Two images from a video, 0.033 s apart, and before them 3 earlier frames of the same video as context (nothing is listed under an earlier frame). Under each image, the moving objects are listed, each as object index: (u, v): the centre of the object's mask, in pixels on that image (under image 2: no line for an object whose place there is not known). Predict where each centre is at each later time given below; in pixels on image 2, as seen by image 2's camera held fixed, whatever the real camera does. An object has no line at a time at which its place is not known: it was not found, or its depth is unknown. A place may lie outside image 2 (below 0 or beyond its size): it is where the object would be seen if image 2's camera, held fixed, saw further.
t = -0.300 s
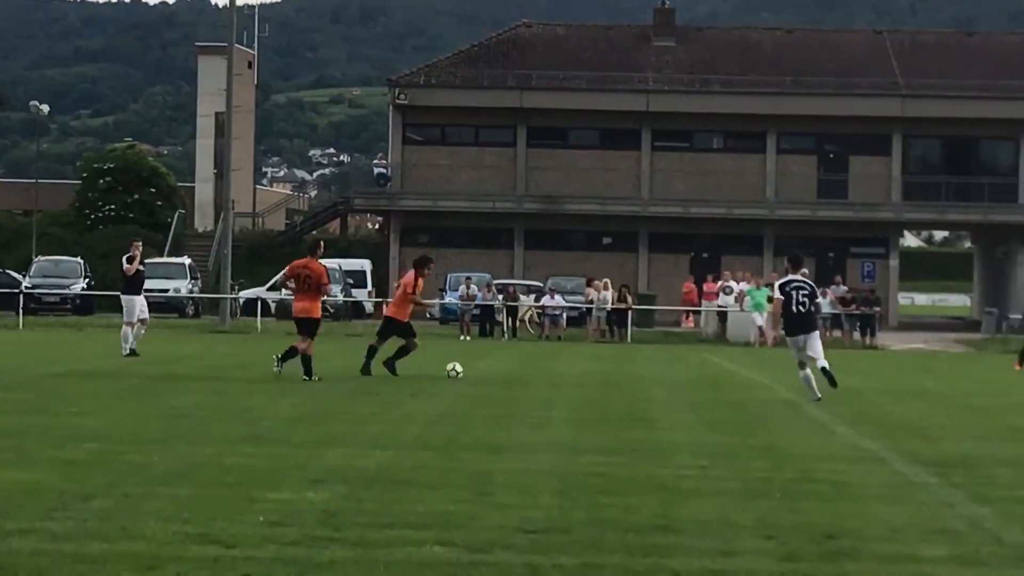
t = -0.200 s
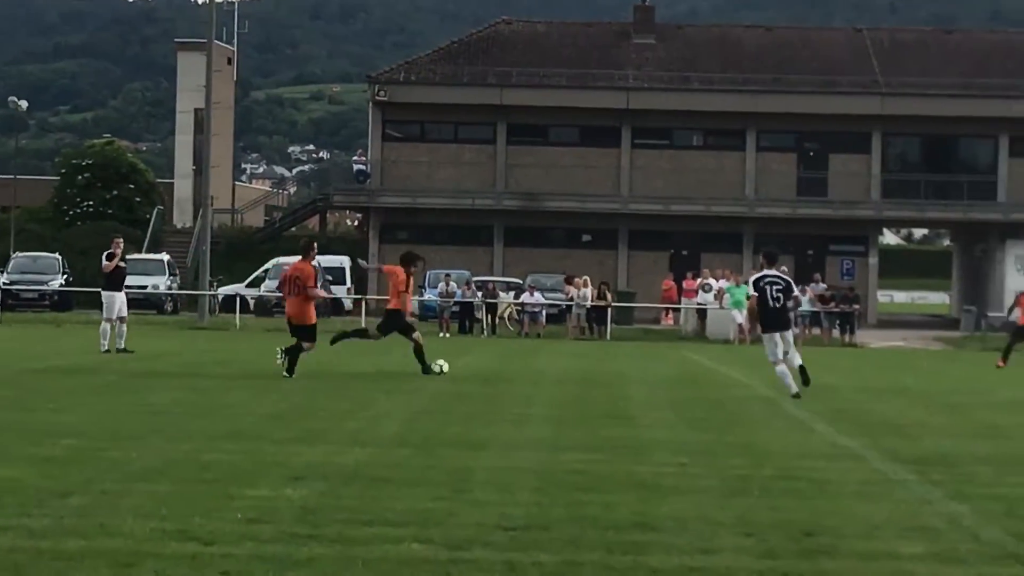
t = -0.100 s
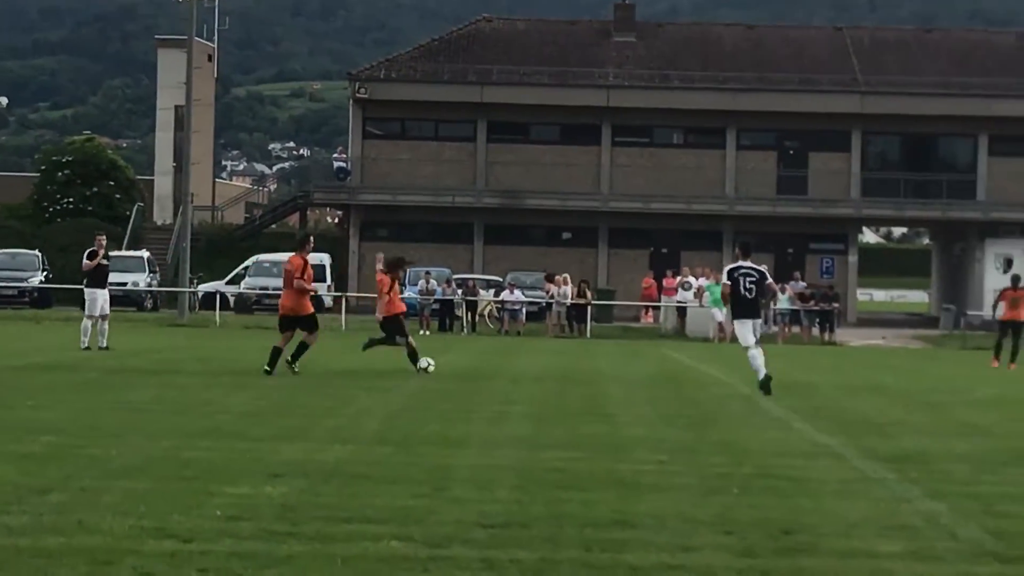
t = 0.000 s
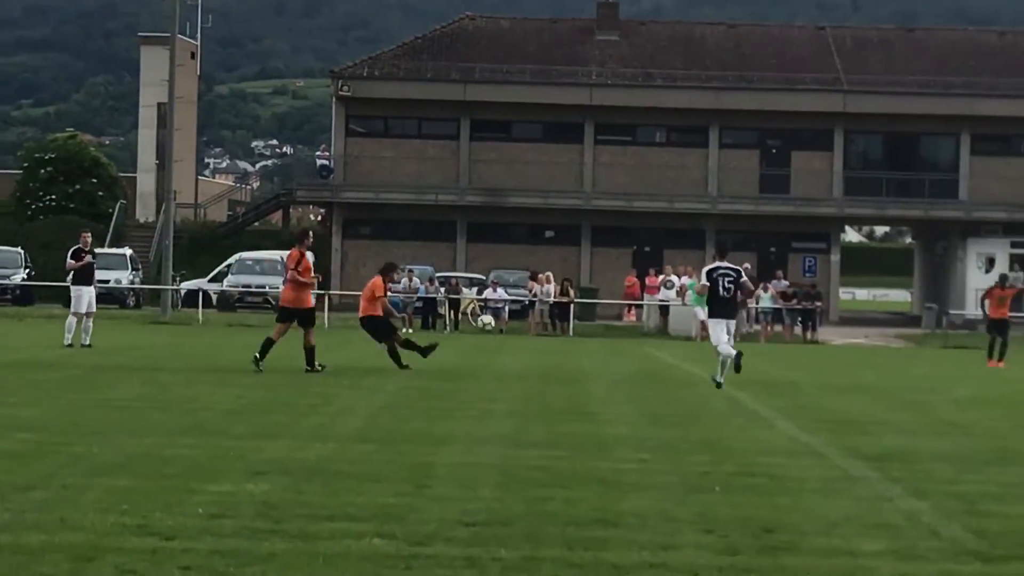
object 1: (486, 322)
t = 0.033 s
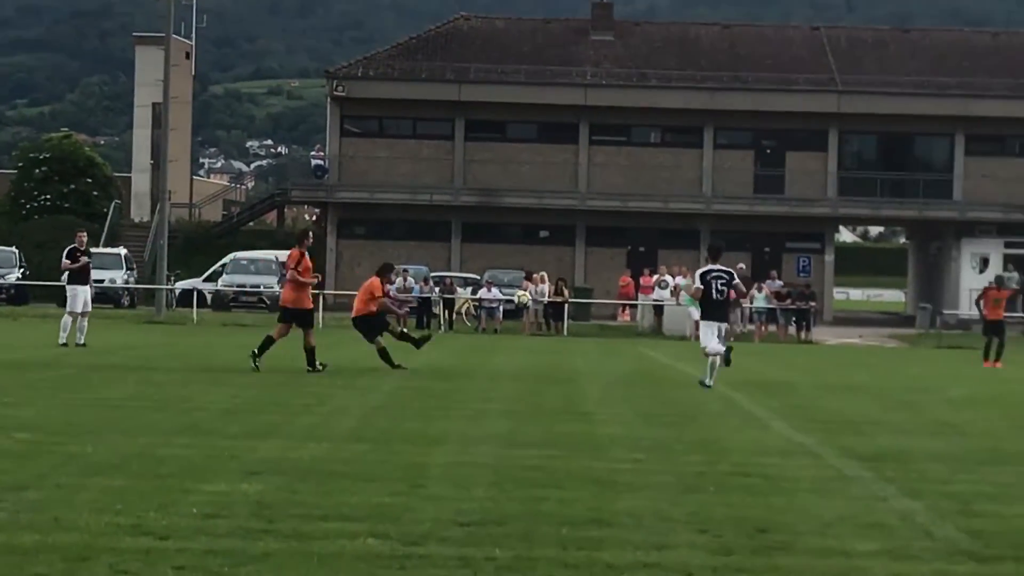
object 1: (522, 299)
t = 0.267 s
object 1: (780, 161)
